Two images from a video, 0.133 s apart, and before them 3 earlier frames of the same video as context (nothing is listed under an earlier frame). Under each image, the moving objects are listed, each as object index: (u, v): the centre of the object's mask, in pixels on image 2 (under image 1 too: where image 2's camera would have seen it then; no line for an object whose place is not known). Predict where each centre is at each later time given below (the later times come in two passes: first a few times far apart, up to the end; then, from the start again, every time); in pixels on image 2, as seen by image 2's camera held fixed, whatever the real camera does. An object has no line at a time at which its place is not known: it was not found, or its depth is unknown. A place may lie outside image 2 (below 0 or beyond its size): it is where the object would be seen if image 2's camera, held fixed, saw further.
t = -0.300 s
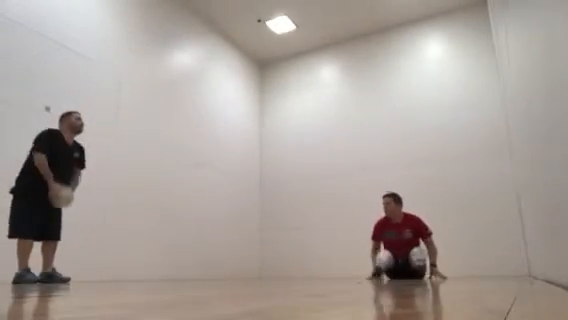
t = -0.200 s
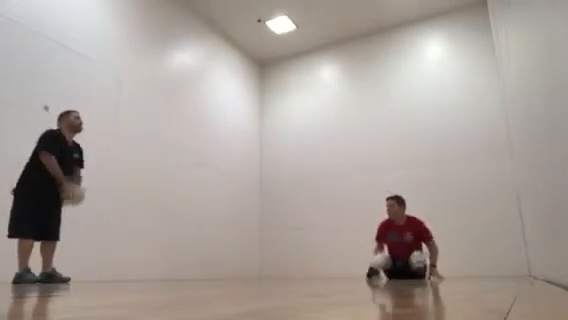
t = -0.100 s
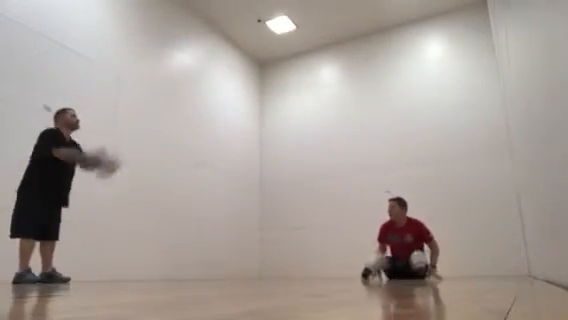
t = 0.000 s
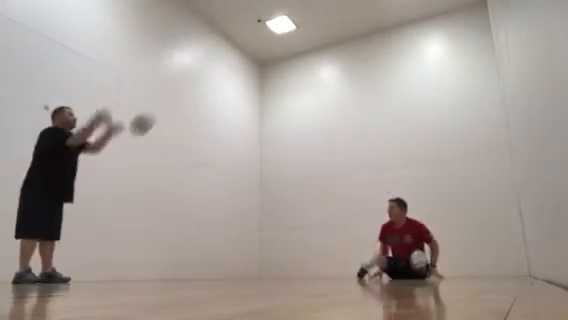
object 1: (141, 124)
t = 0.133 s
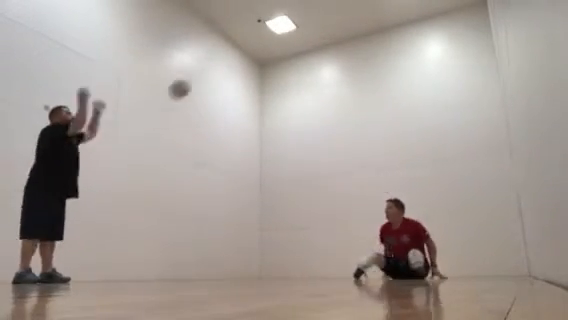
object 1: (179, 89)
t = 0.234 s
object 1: (204, 74)
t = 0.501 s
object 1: (261, 73)
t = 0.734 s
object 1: (306, 115)
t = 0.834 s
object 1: (324, 142)
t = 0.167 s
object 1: (188, 83)
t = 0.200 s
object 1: (196, 78)
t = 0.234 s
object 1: (204, 74)
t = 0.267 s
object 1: (212, 71)
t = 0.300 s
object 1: (219, 69)
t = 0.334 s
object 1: (227, 68)
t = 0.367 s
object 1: (234, 67)
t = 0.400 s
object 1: (240, 69)
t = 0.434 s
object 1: (247, 71)
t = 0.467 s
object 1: (253, 72)
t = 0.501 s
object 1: (261, 73)
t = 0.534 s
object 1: (268, 78)
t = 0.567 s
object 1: (274, 82)
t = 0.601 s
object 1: (280, 87)
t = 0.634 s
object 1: (286, 92)
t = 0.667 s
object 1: (293, 99)
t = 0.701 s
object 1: (299, 105)
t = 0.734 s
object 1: (306, 115)
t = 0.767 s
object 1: (312, 123)
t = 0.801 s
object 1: (318, 132)
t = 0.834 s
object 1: (324, 142)
